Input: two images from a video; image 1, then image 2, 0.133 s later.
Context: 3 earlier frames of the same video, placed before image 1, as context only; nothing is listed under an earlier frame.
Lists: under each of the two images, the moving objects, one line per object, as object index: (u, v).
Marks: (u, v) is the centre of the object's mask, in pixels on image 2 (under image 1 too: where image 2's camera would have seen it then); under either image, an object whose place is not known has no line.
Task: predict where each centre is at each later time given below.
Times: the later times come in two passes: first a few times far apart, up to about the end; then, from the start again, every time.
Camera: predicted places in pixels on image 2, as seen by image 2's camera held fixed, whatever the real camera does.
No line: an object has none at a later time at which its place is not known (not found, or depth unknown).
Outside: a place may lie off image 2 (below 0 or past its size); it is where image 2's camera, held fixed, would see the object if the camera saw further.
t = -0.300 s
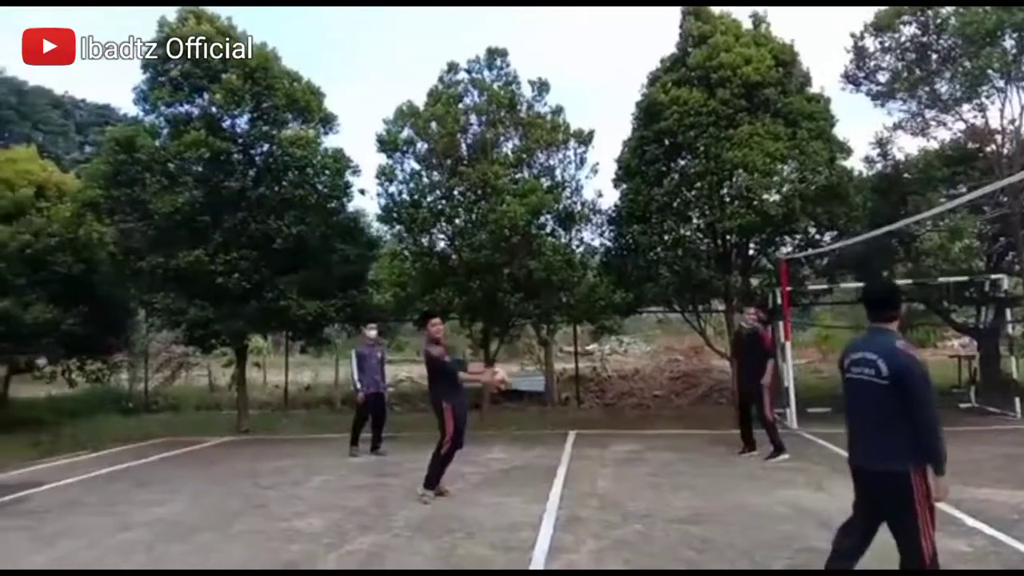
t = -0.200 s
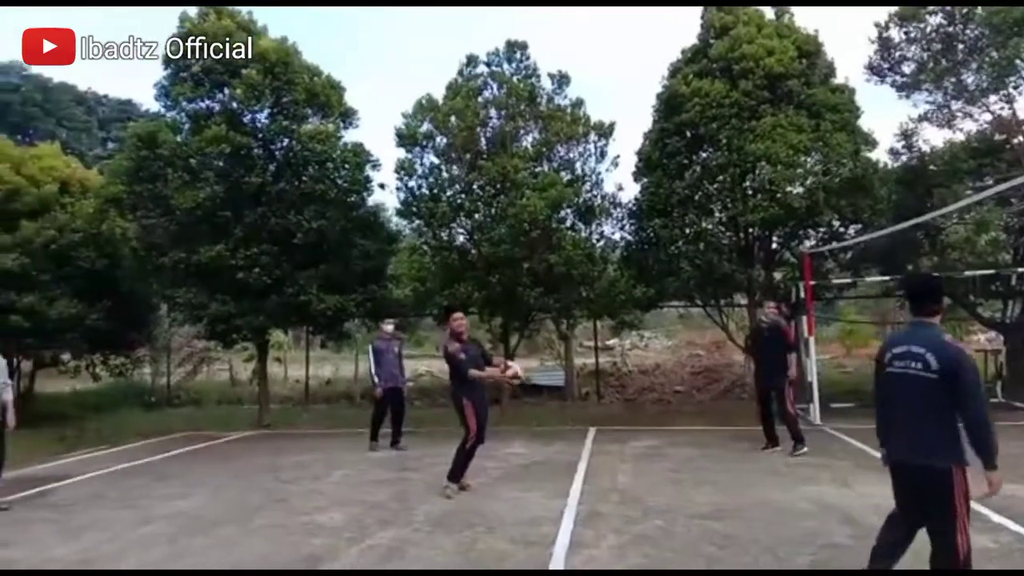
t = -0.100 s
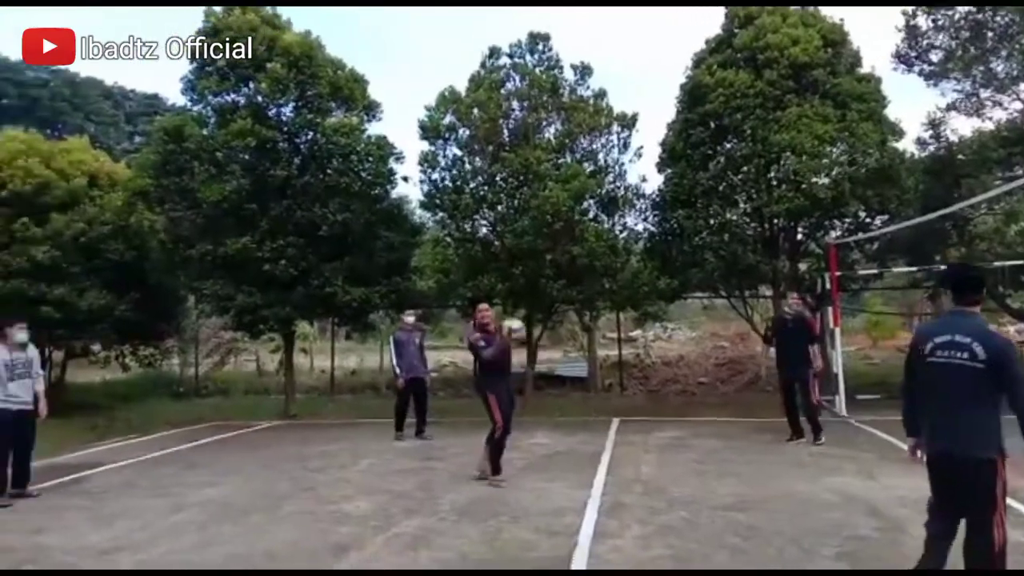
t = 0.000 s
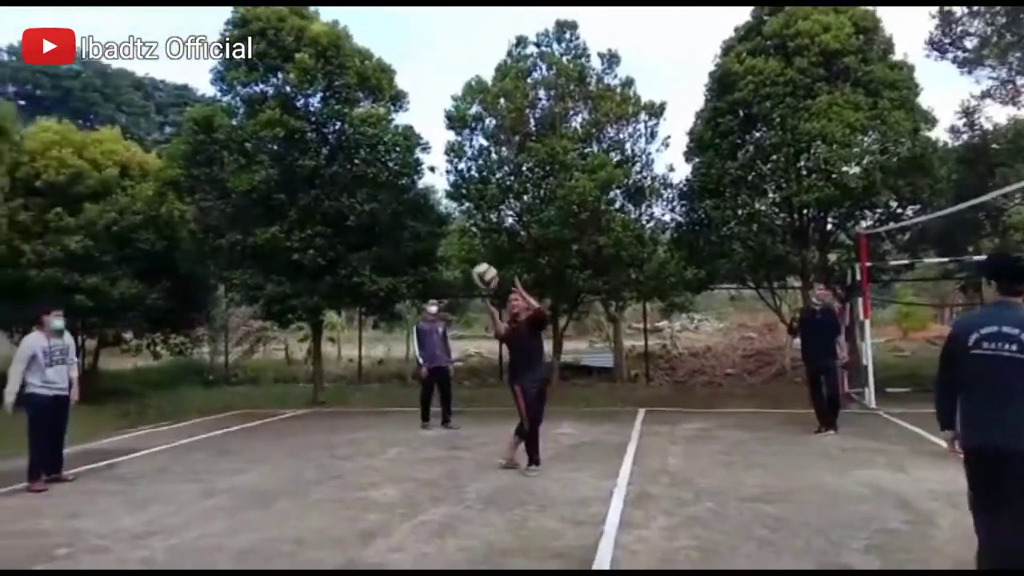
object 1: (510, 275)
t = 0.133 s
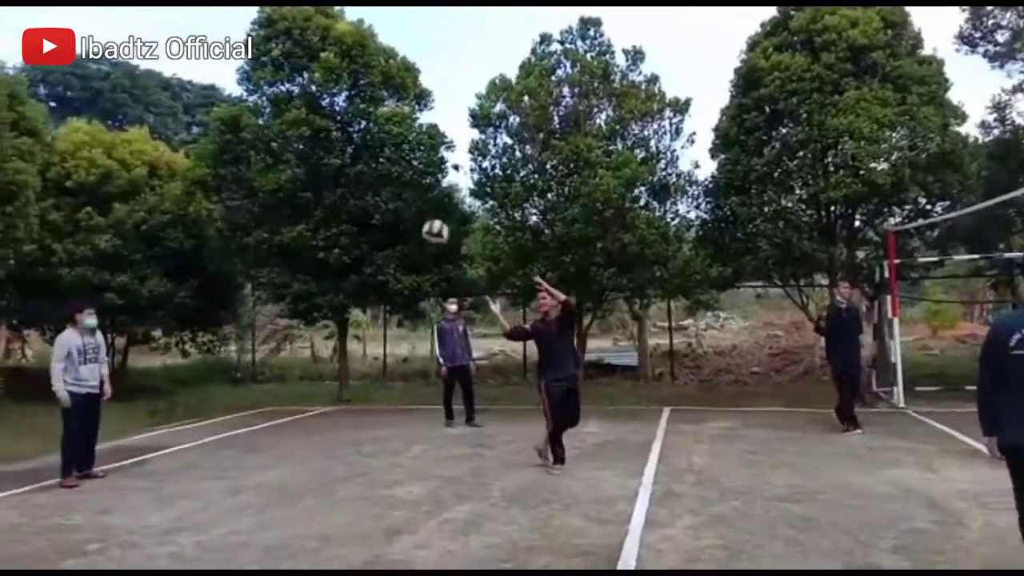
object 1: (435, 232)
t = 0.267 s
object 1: (363, 213)
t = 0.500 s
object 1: (240, 232)
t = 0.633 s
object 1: (171, 272)
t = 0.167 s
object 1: (417, 226)
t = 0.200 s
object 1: (399, 220)
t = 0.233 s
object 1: (381, 216)
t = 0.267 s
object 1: (363, 213)
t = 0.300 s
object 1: (345, 211)
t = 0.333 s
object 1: (327, 211)
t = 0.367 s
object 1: (310, 213)
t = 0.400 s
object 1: (291, 215)
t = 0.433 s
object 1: (274, 219)
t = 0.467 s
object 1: (257, 225)
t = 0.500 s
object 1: (240, 232)
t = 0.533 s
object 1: (222, 240)
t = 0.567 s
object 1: (205, 249)
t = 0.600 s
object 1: (188, 260)
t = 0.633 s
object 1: (171, 272)
